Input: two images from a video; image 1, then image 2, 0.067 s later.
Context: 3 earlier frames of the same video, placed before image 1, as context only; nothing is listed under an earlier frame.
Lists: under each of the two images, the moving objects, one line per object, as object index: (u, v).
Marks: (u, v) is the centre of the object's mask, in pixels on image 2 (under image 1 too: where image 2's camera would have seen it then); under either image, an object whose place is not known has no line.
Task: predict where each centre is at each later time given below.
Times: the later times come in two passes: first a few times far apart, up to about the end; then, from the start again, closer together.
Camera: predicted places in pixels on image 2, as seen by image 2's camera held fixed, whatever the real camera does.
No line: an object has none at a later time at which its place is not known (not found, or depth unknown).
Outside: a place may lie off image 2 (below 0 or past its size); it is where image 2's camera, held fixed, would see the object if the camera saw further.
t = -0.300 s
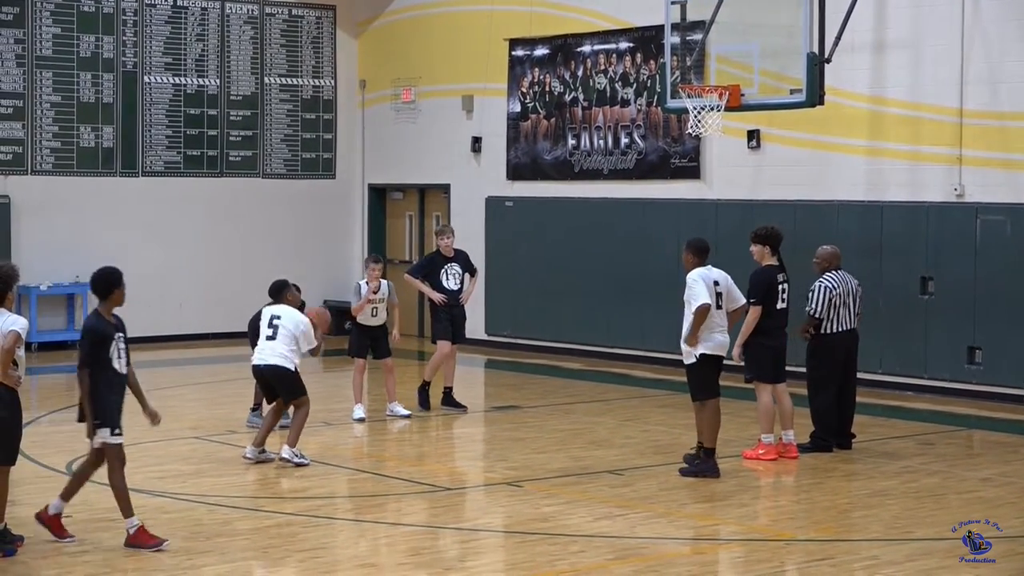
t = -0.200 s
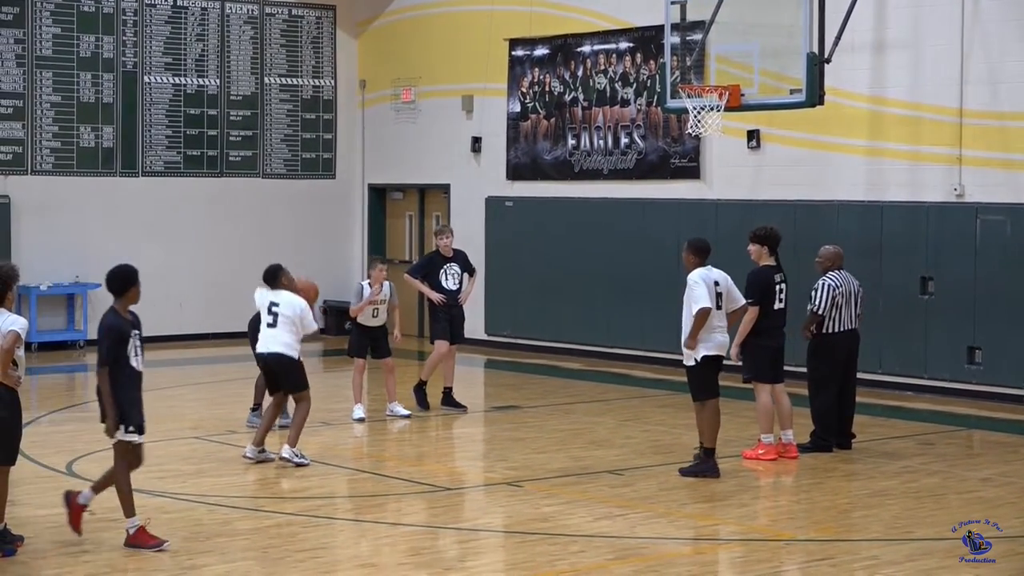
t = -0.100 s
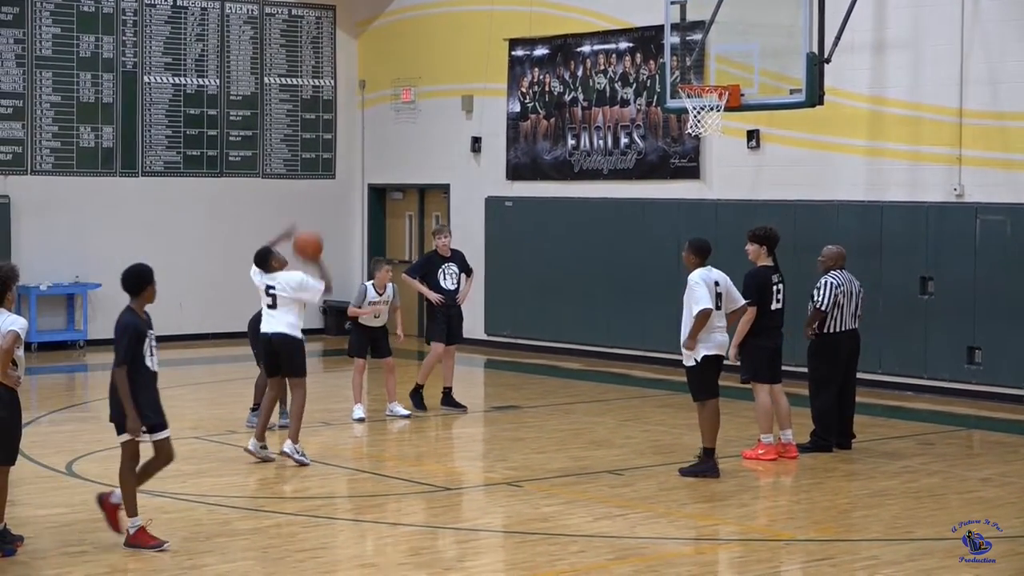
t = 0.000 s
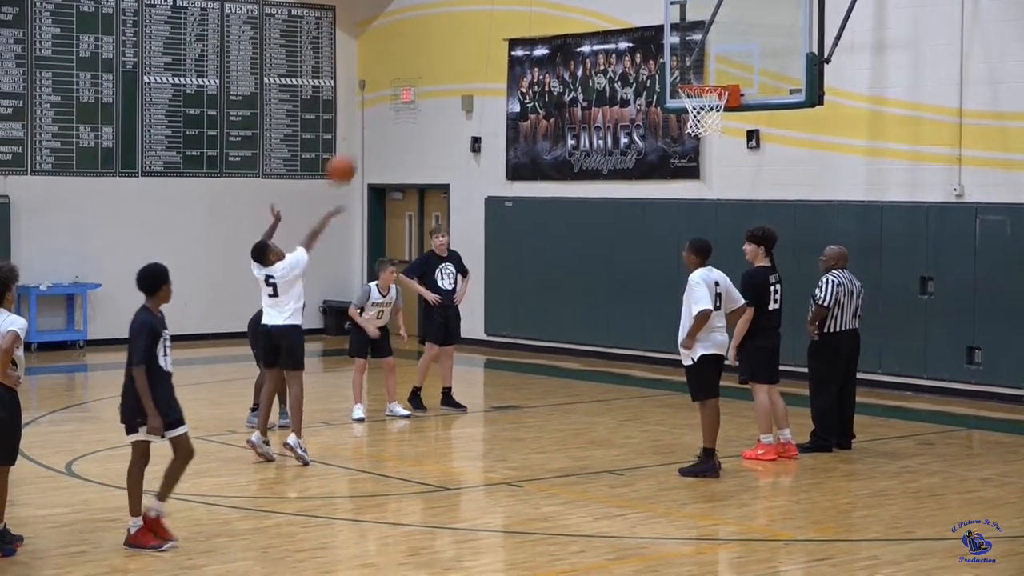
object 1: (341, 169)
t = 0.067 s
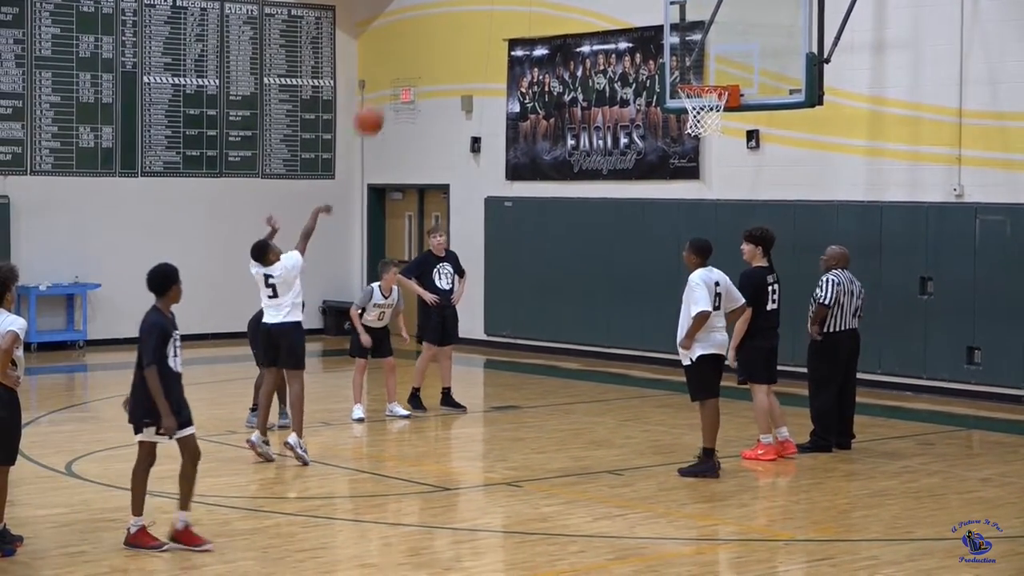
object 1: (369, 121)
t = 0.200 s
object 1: (423, 44)
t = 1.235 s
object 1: (693, 111)
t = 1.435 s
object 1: (686, 122)
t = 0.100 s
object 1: (383, 100)
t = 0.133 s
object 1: (396, 79)
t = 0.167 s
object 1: (410, 61)
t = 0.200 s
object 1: (423, 44)
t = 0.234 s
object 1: (437, 27)
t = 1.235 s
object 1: (693, 111)
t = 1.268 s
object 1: (688, 113)
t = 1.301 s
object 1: (687, 110)
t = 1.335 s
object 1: (689, 120)
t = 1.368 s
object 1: (688, 120)
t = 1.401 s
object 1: (687, 120)
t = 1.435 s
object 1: (686, 122)
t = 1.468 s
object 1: (685, 124)
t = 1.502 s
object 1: (684, 130)
